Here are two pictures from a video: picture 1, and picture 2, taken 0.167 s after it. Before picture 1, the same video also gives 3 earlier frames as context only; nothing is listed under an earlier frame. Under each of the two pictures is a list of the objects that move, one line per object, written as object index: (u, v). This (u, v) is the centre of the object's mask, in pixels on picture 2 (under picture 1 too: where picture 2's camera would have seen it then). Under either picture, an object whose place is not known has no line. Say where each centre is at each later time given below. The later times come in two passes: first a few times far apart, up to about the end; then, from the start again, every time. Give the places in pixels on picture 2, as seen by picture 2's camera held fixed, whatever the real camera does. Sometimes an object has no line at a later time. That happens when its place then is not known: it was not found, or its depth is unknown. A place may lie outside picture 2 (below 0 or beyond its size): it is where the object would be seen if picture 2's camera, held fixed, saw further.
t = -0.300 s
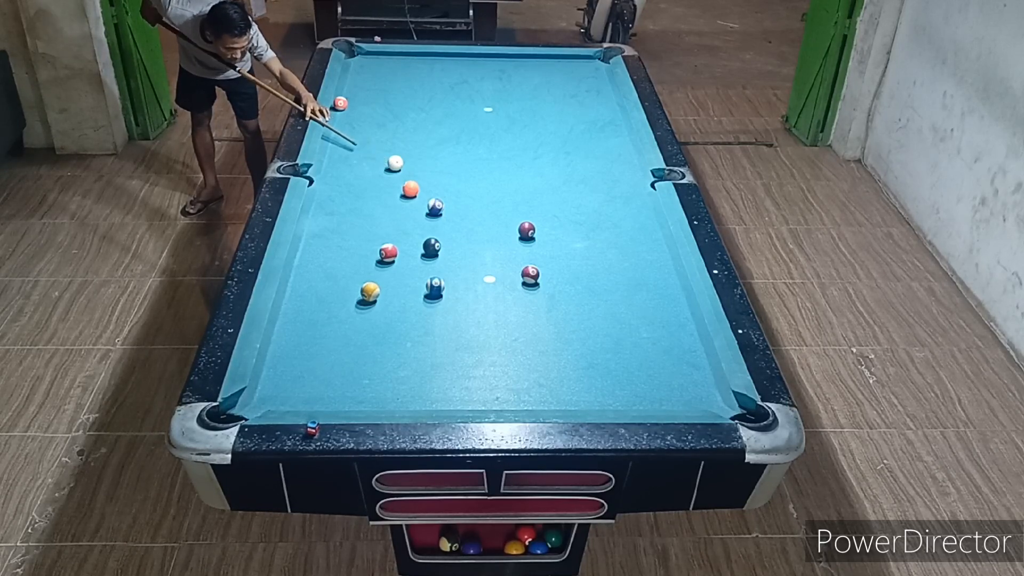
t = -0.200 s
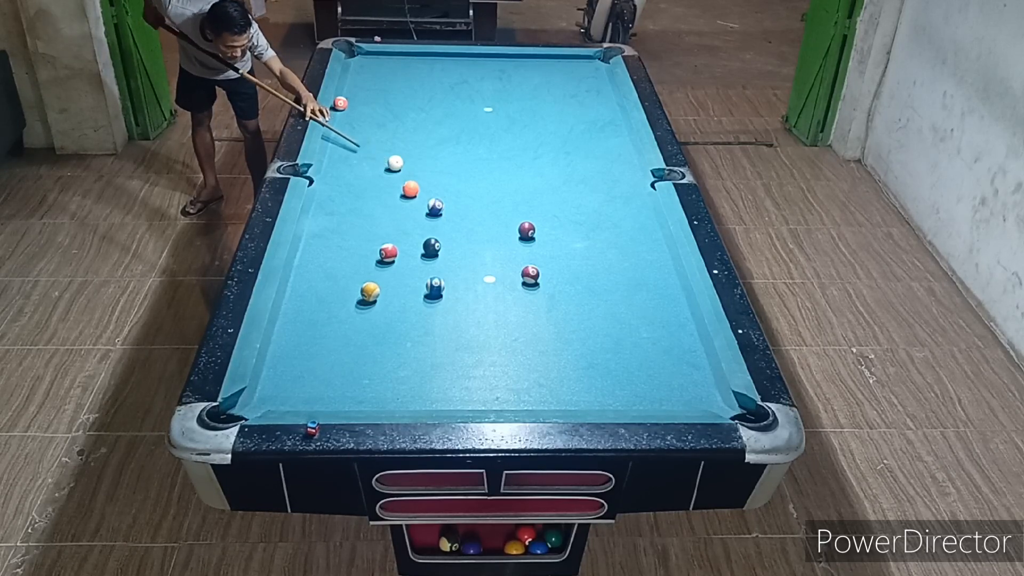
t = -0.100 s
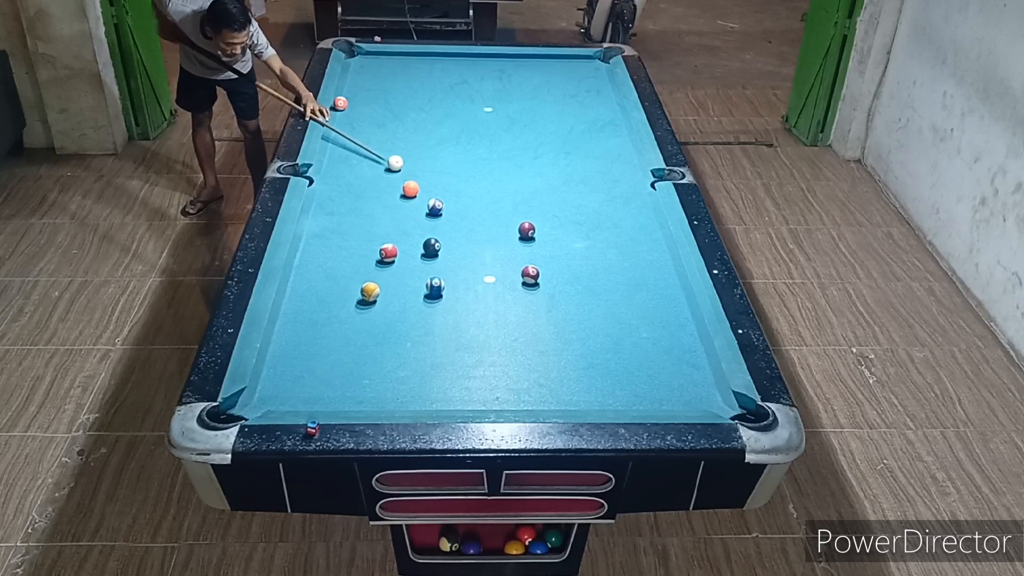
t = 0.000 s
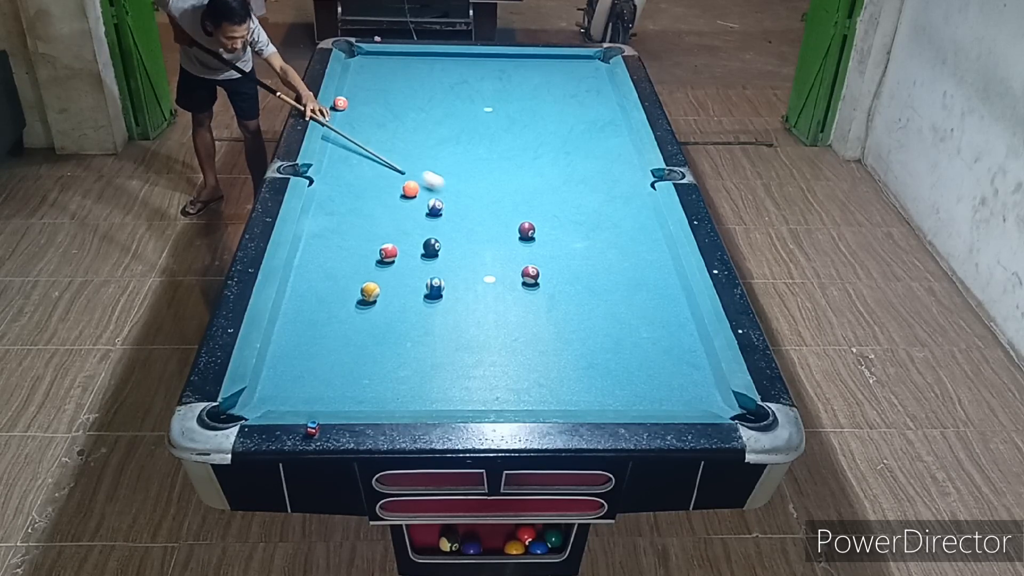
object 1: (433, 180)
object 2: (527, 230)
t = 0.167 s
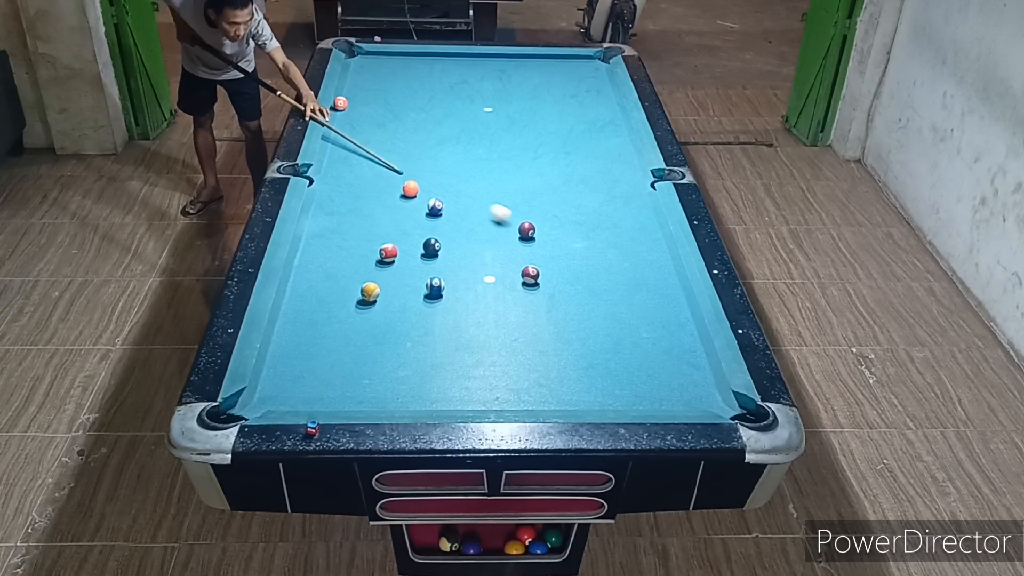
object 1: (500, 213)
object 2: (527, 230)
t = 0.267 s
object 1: (524, 220)
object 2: (537, 239)
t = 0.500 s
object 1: (548, 216)
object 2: (575, 273)
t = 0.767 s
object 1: (574, 212)
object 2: (622, 313)
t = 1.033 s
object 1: (598, 208)
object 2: (673, 357)
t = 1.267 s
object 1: (617, 204)
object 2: (723, 398)
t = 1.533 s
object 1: (638, 201)
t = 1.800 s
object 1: (647, 198)
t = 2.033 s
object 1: (636, 196)
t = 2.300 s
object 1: (625, 194)
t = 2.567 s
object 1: (616, 192)
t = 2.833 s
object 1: (609, 191)
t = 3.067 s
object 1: (606, 190)
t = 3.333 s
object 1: (603, 189)
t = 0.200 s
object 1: (512, 219)
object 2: (527, 230)
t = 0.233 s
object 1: (520, 221)
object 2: (531, 233)
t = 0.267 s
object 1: (524, 220)
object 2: (537, 239)
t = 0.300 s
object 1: (527, 220)
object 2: (544, 244)
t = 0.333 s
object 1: (531, 219)
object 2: (549, 249)
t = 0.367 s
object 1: (534, 218)
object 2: (554, 254)
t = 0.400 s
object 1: (538, 218)
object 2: (559, 259)
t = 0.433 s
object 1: (541, 217)
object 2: (564, 263)
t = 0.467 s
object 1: (545, 217)
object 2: (570, 268)
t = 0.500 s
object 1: (548, 216)
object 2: (575, 273)
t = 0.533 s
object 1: (552, 215)
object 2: (581, 277)
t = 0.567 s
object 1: (555, 215)
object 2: (587, 283)
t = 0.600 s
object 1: (558, 214)
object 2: (592, 287)
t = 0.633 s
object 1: (561, 214)
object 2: (598, 292)
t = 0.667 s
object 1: (564, 213)
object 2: (604, 298)
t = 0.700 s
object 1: (567, 213)
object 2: (610, 303)
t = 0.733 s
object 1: (571, 212)
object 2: (615, 307)
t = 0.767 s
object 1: (574, 212)
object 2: (622, 313)
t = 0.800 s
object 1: (577, 211)
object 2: (628, 318)
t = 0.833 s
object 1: (580, 211)
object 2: (634, 323)
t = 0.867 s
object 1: (583, 210)
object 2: (640, 329)
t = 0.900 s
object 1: (586, 210)
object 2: (647, 335)
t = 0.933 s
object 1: (589, 209)
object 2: (653, 340)
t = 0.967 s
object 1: (592, 208)
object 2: (660, 345)
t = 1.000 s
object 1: (595, 208)
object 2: (666, 351)
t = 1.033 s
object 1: (598, 208)
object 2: (673, 357)
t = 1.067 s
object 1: (600, 207)
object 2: (680, 363)
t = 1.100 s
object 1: (603, 207)
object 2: (687, 369)
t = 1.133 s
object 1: (606, 206)
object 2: (693, 374)
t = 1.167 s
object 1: (609, 206)
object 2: (701, 380)
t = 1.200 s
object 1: (612, 205)
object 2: (709, 387)
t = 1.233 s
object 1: (614, 205)
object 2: (715, 392)
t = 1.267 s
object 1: (617, 204)
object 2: (723, 398)
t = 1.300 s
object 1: (620, 204)
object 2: (731, 403)
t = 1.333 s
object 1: (623, 204)
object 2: (738, 410)
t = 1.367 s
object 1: (625, 203)
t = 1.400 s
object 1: (628, 203)
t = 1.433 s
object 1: (630, 202)
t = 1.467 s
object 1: (633, 202)
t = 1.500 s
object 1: (635, 202)
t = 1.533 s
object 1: (638, 201)
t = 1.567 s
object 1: (640, 201)
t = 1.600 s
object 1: (643, 200)
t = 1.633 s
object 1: (645, 200)
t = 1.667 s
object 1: (648, 200)
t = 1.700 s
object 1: (650, 199)
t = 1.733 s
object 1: (651, 199)
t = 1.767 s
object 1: (649, 199)
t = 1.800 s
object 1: (647, 198)
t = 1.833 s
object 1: (646, 198)
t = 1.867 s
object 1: (644, 198)
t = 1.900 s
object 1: (642, 197)
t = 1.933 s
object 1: (641, 197)
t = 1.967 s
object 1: (639, 197)
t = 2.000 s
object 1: (638, 196)
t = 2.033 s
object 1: (636, 196)
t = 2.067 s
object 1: (635, 196)
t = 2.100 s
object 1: (633, 195)
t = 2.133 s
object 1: (632, 195)
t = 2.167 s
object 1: (630, 195)
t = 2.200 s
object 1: (629, 195)
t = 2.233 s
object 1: (628, 195)
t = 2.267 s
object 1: (626, 194)
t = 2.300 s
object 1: (625, 194)
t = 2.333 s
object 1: (624, 194)
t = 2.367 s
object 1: (623, 193)
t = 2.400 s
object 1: (621, 193)
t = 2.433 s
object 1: (620, 193)
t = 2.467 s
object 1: (619, 193)
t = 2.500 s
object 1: (618, 193)
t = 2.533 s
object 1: (617, 193)
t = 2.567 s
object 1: (616, 192)
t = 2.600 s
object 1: (615, 192)
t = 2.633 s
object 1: (614, 192)
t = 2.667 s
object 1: (613, 192)
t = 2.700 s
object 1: (613, 192)
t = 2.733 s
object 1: (612, 192)
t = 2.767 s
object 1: (611, 191)
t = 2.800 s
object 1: (610, 191)
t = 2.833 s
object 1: (609, 191)
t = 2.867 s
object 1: (609, 191)
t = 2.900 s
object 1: (608, 191)
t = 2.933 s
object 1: (608, 191)
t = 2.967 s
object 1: (607, 190)
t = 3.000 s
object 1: (606, 190)
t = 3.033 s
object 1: (606, 190)
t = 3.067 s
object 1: (606, 190)
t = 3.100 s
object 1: (605, 190)
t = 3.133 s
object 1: (605, 190)
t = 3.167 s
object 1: (605, 190)
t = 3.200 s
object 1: (604, 190)
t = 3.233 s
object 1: (604, 189)
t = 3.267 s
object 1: (604, 189)
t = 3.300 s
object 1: (603, 189)
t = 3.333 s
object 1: (603, 189)
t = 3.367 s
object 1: (603, 189)
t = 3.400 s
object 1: (603, 189)
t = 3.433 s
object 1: (603, 189)
